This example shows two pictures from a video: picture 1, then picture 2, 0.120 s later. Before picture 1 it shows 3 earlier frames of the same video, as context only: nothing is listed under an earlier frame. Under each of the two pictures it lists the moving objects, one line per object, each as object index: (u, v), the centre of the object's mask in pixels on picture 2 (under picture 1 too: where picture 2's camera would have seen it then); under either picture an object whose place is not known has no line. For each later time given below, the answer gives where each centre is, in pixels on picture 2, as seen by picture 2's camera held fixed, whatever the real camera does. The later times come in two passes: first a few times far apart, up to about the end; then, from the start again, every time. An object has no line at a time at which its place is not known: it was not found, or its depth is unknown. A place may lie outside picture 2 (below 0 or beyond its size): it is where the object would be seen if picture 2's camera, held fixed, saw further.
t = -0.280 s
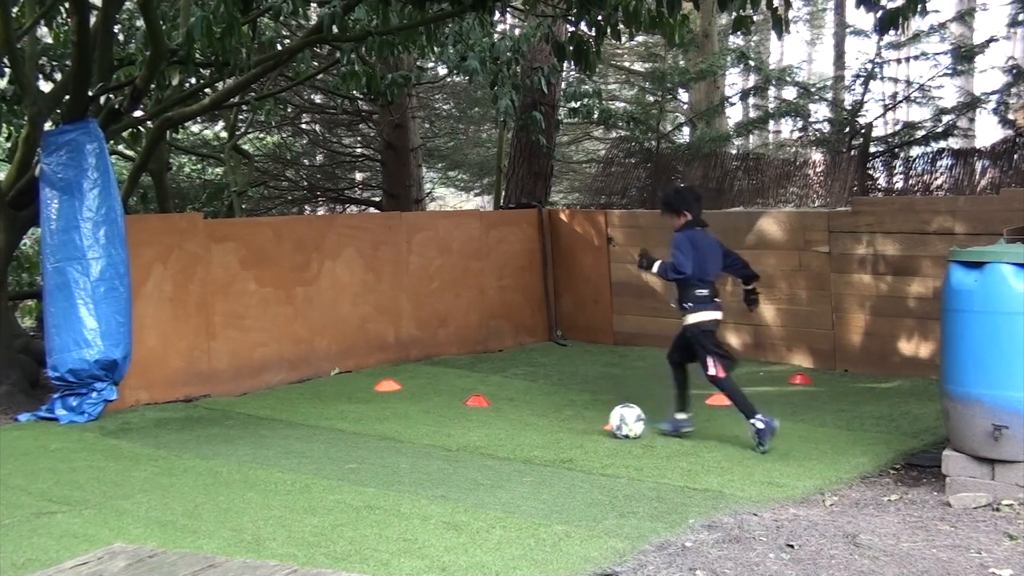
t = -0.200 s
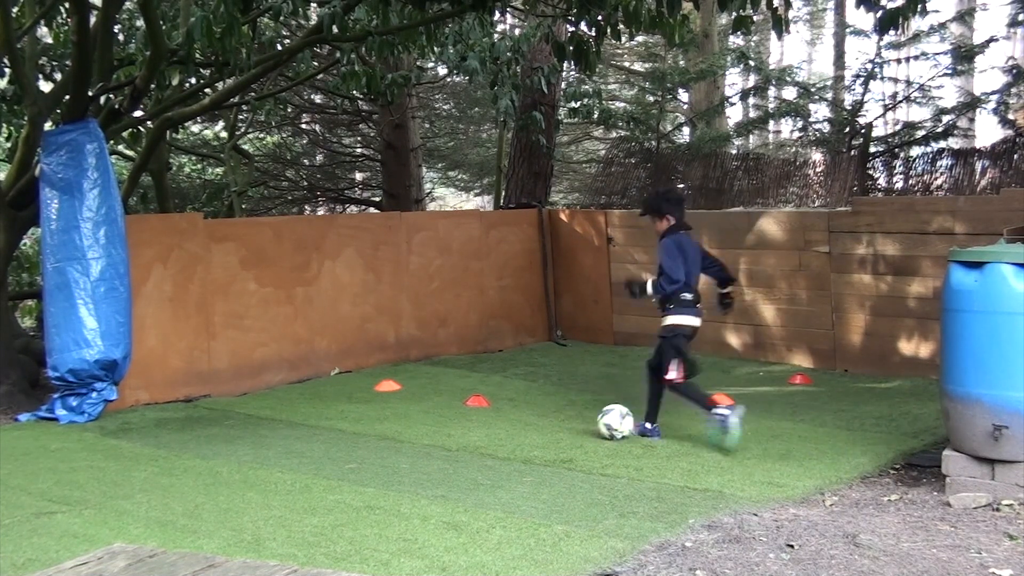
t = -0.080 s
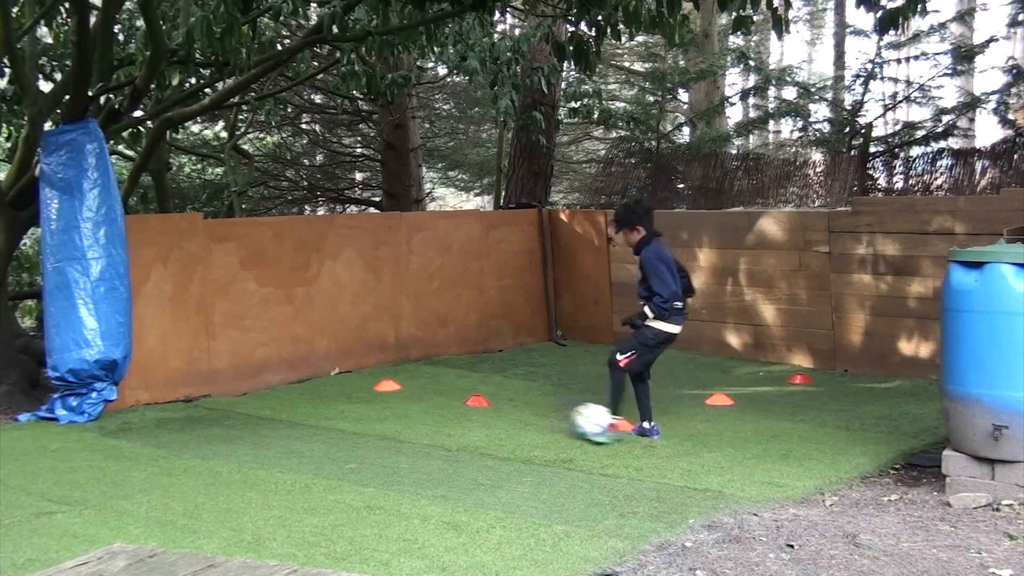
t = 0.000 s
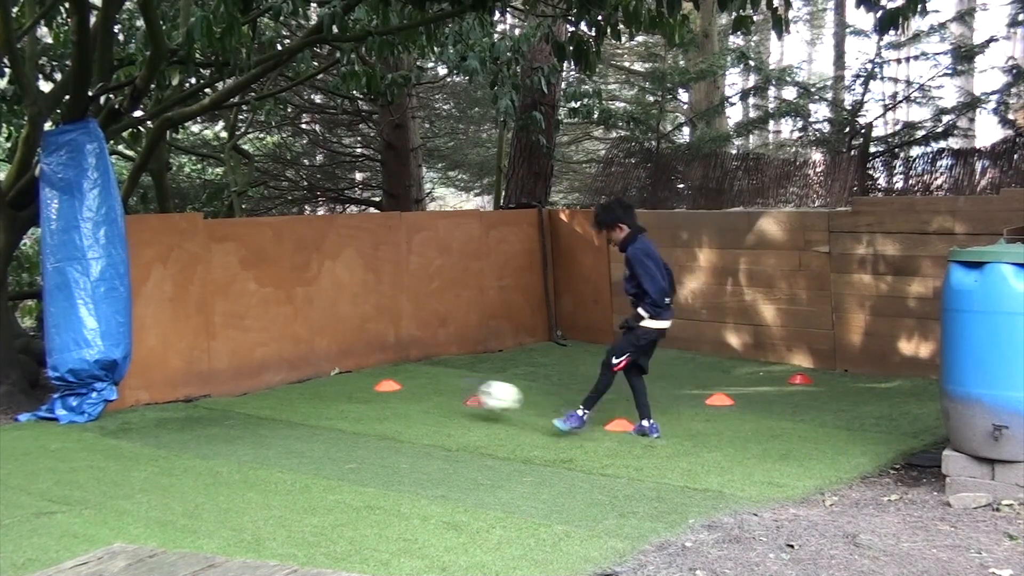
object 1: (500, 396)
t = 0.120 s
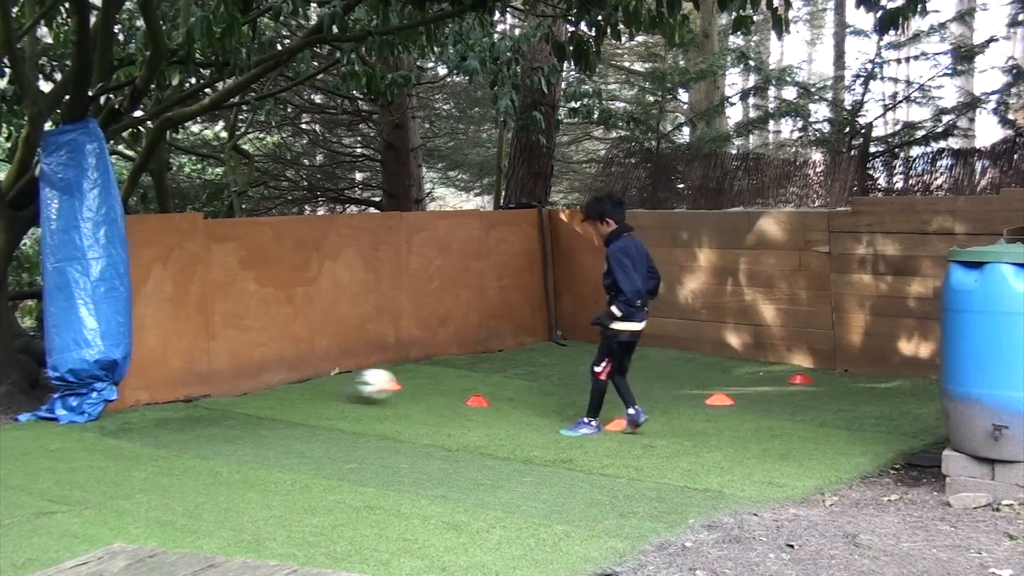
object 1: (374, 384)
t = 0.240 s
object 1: (277, 373)
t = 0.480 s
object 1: (328, 379)
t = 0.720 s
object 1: (387, 385)
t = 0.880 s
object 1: (420, 394)
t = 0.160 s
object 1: (340, 384)
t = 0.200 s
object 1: (305, 381)
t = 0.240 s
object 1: (277, 373)
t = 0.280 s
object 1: (264, 368)
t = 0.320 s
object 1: (276, 365)
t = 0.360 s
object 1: (289, 364)
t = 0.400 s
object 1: (302, 366)
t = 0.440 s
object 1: (315, 371)
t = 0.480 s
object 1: (328, 379)
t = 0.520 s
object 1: (342, 388)
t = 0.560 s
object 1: (353, 389)
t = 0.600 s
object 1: (361, 384)
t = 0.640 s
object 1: (370, 382)
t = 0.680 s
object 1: (378, 382)
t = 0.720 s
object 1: (387, 385)
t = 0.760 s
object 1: (396, 391)
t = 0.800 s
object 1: (405, 397)
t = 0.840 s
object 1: (412, 395)
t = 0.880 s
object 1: (420, 394)
